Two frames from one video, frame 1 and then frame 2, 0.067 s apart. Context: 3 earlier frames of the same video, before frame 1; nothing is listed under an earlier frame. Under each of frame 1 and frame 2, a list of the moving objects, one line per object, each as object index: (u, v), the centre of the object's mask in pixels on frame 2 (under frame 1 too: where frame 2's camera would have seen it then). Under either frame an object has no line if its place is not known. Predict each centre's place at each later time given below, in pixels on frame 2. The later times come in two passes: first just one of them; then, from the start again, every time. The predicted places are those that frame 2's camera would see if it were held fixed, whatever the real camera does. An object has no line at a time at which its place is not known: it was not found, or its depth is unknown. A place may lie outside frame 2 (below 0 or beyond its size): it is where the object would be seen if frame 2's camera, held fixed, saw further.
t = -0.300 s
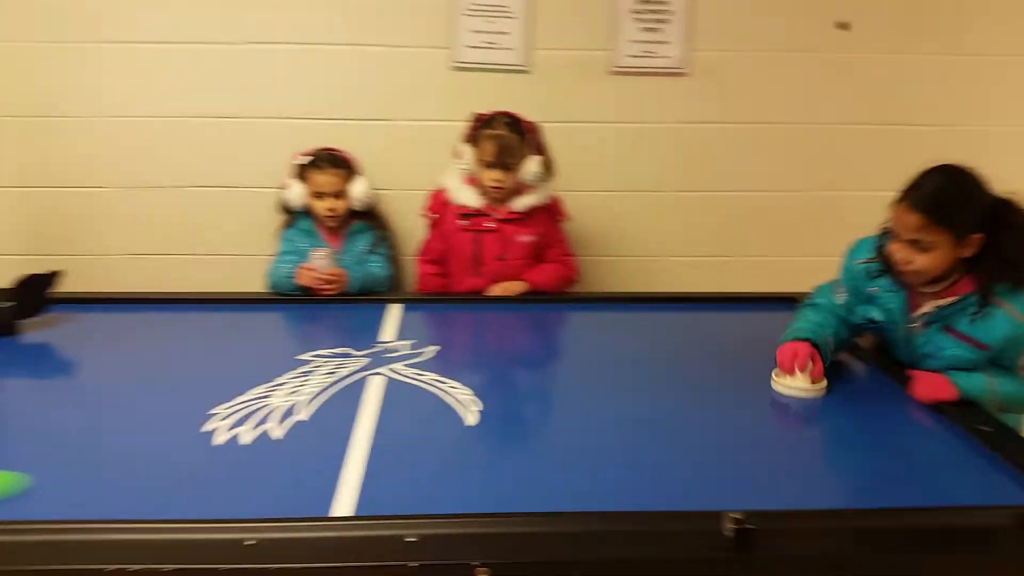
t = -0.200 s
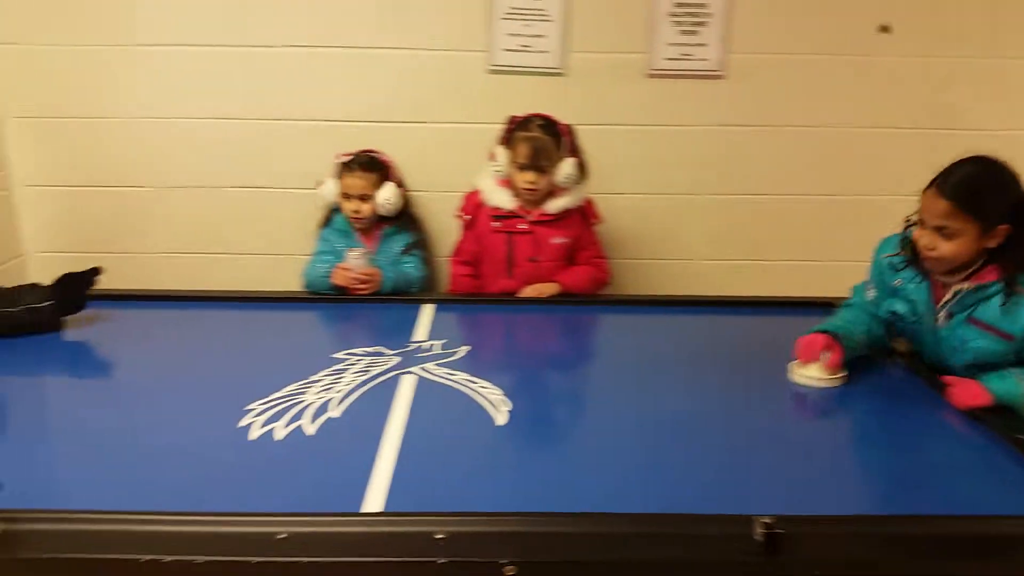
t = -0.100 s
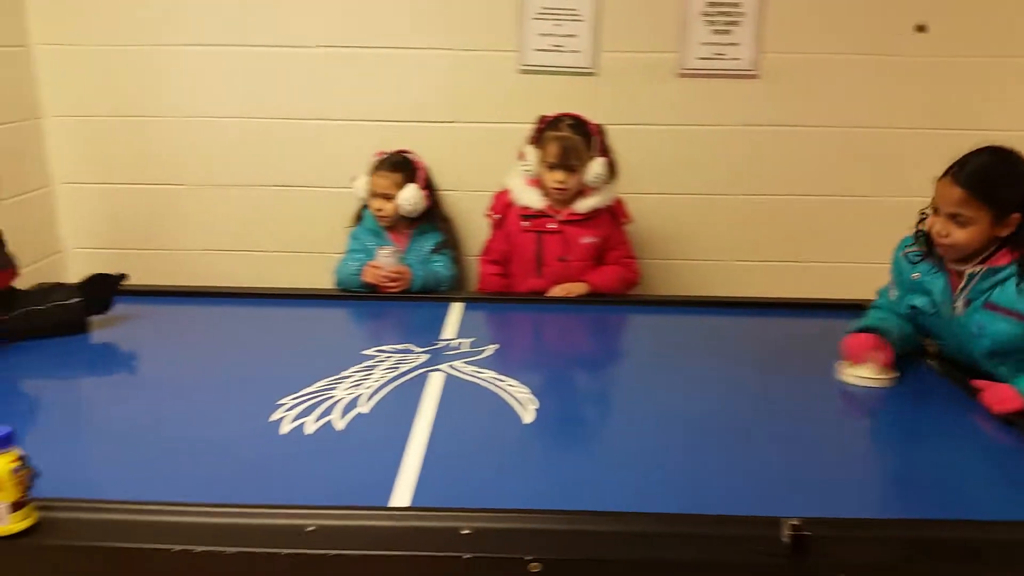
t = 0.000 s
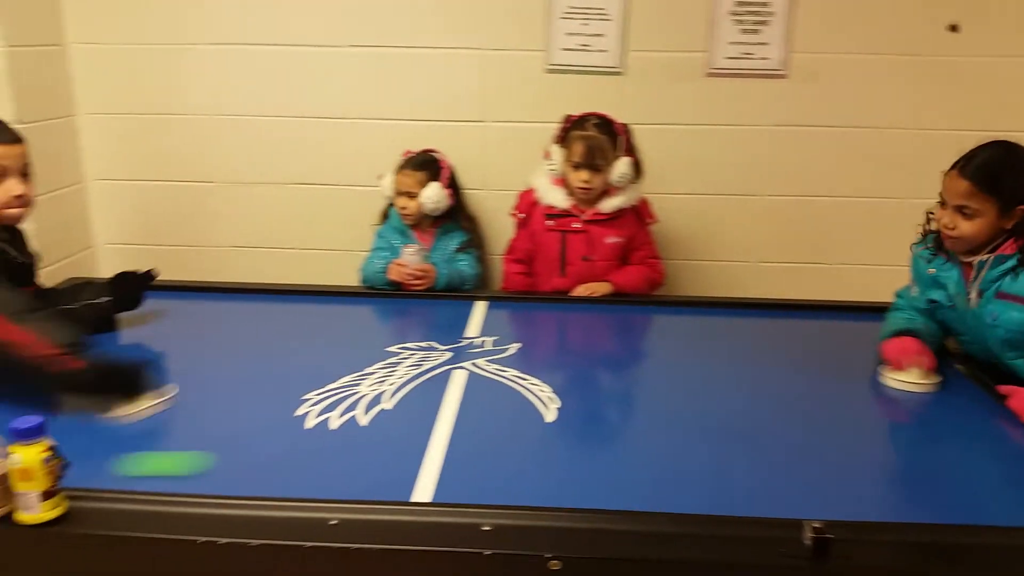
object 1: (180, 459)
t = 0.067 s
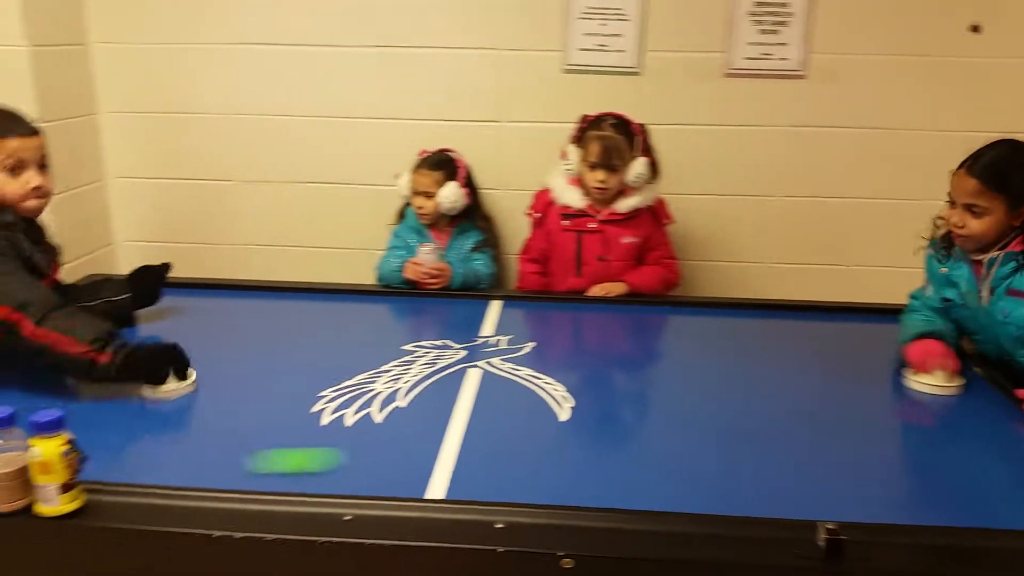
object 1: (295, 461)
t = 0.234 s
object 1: (535, 464)
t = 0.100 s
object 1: (348, 462)
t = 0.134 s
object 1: (395, 462)
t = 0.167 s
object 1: (446, 463)
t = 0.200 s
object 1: (494, 463)
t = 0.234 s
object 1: (535, 464)
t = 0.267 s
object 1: (575, 465)
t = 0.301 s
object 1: (613, 465)
